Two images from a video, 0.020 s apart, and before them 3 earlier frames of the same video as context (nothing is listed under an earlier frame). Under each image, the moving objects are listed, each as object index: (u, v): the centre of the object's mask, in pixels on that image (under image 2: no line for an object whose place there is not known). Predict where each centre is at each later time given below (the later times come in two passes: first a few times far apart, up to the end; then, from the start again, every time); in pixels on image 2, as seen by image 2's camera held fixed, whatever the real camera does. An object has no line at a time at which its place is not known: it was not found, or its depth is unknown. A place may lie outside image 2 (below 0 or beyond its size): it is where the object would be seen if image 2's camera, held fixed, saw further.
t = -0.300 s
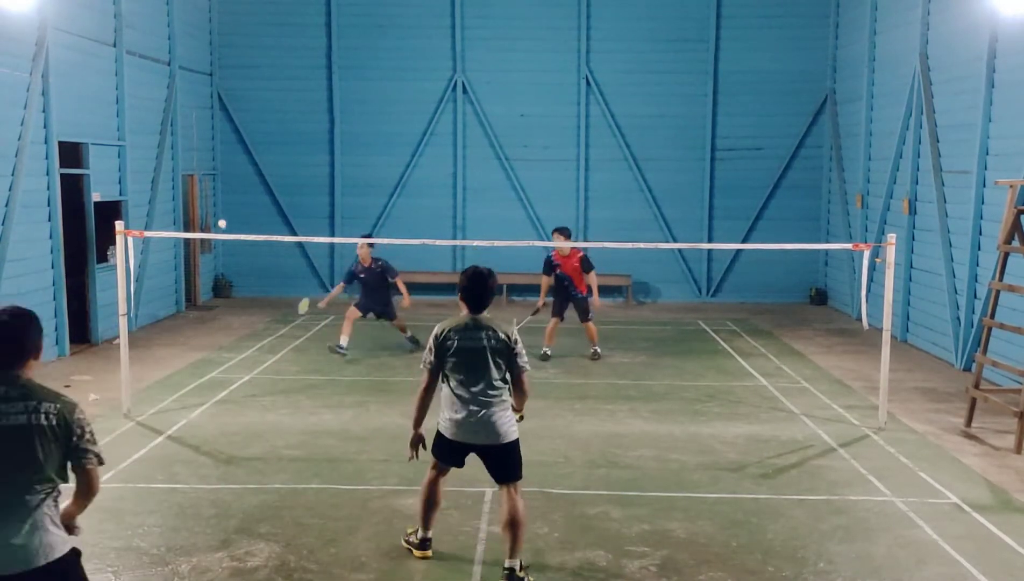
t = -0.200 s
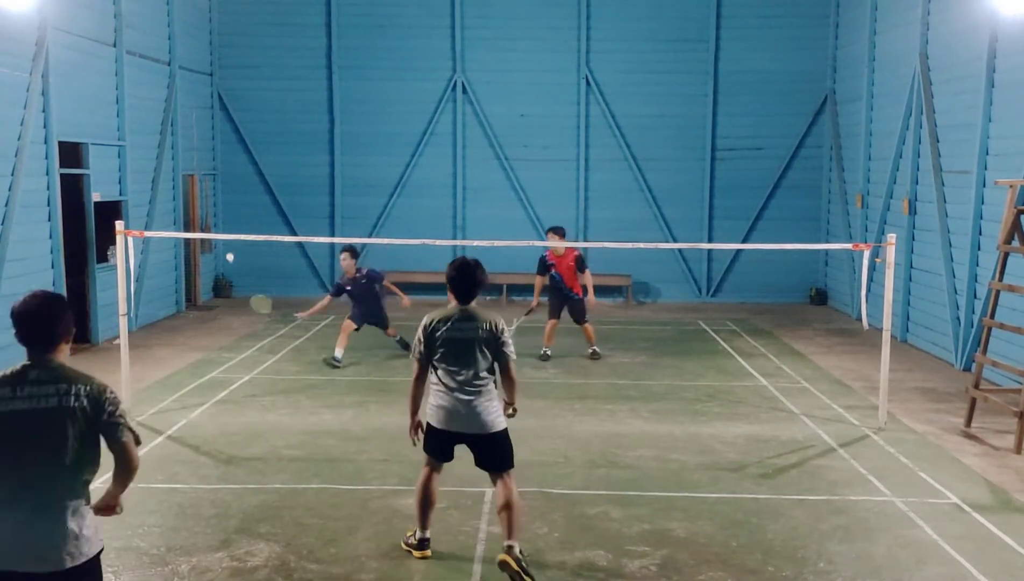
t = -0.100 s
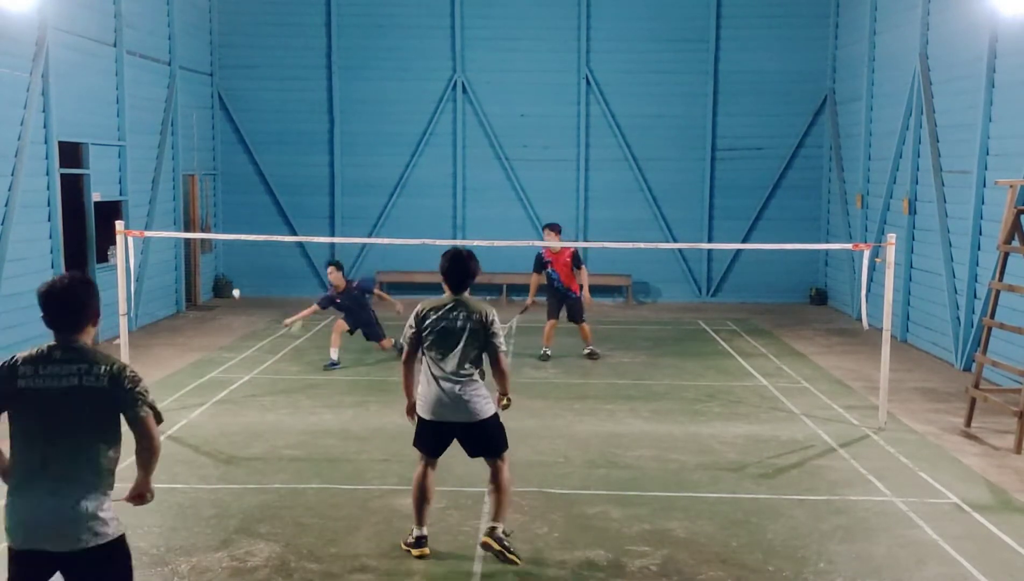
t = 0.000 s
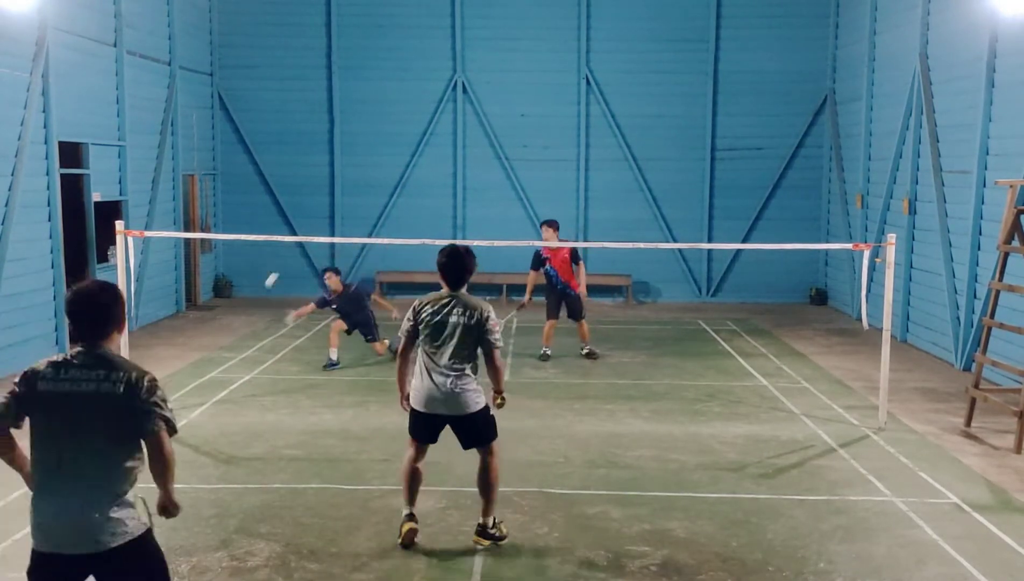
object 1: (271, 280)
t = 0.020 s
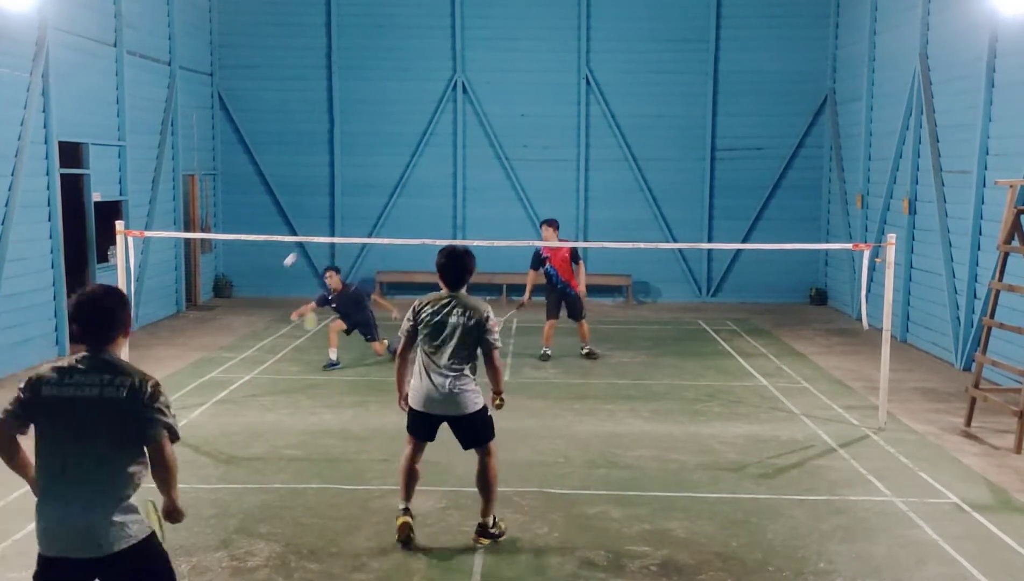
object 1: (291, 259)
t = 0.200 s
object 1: (419, 120)
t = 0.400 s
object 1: (548, 36)
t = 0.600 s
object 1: (674, 25)
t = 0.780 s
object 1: (788, 89)
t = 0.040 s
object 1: (305, 242)
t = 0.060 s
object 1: (322, 222)
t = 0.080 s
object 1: (337, 205)
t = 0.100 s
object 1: (351, 188)
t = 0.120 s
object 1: (366, 173)
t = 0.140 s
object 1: (379, 158)
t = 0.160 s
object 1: (393, 145)
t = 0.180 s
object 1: (406, 132)
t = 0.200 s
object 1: (419, 120)
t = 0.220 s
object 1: (433, 109)
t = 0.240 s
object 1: (445, 98)
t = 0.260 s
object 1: (458, 88)
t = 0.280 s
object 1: (471, 78)
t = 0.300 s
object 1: (484, 69)
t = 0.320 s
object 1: (497, 61)
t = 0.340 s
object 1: (510, 54)
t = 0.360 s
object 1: (523, 47)
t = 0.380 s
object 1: (535, 42)
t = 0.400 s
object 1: (548, 36)
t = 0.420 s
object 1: (560, 32)
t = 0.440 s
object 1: (573, 27)
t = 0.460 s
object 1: (586, 24)
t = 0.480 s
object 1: (598, 22)
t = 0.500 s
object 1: (611, 21)
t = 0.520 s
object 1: (624, 20)
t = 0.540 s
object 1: (636, 20)
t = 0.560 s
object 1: (649, 21)
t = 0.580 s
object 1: (661, 23)
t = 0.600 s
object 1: (674, 25)
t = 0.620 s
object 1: (687, 28)
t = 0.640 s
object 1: (700, 33)
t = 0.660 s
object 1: (712, 38)
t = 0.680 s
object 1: (725, 44)
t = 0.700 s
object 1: (738, 51)
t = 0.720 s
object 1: (750, 59)
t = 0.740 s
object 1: (763, 68)
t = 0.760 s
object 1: (775, 78)
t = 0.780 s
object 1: (788, 89)
